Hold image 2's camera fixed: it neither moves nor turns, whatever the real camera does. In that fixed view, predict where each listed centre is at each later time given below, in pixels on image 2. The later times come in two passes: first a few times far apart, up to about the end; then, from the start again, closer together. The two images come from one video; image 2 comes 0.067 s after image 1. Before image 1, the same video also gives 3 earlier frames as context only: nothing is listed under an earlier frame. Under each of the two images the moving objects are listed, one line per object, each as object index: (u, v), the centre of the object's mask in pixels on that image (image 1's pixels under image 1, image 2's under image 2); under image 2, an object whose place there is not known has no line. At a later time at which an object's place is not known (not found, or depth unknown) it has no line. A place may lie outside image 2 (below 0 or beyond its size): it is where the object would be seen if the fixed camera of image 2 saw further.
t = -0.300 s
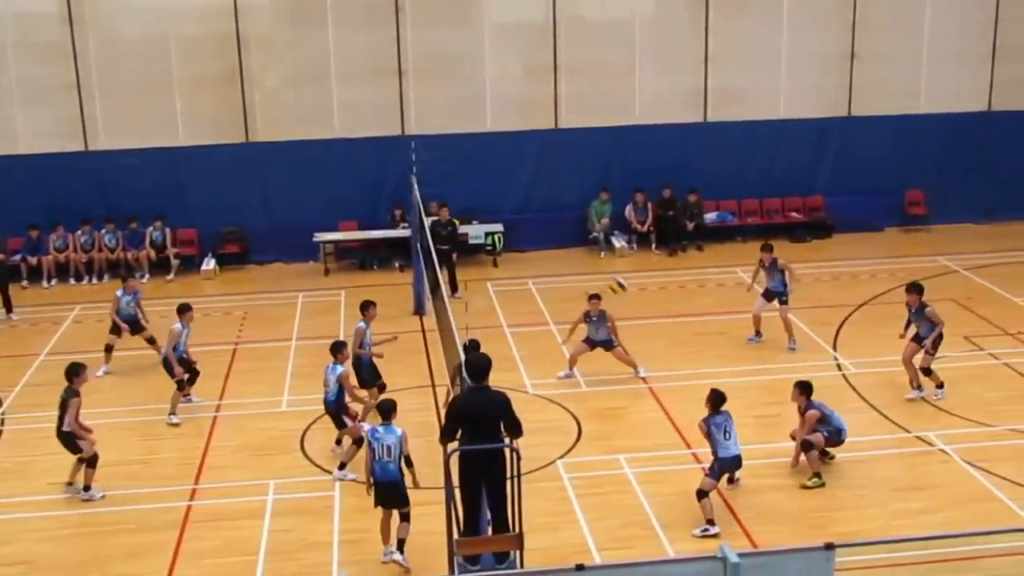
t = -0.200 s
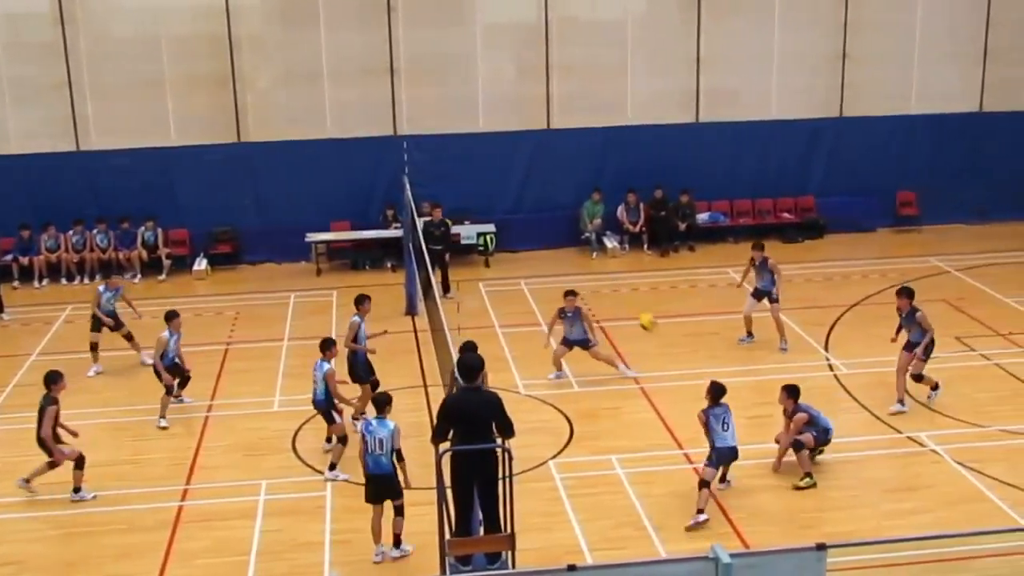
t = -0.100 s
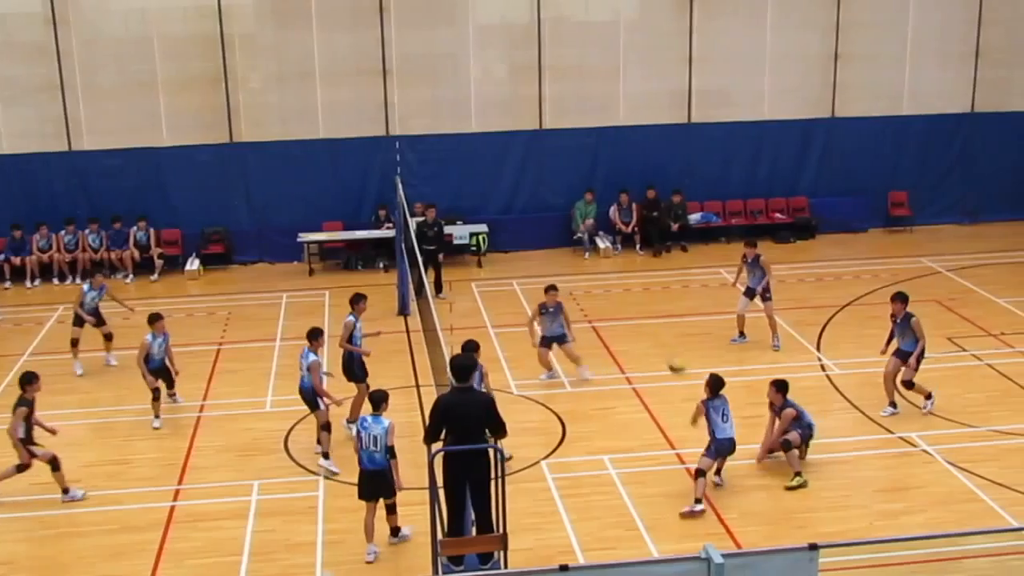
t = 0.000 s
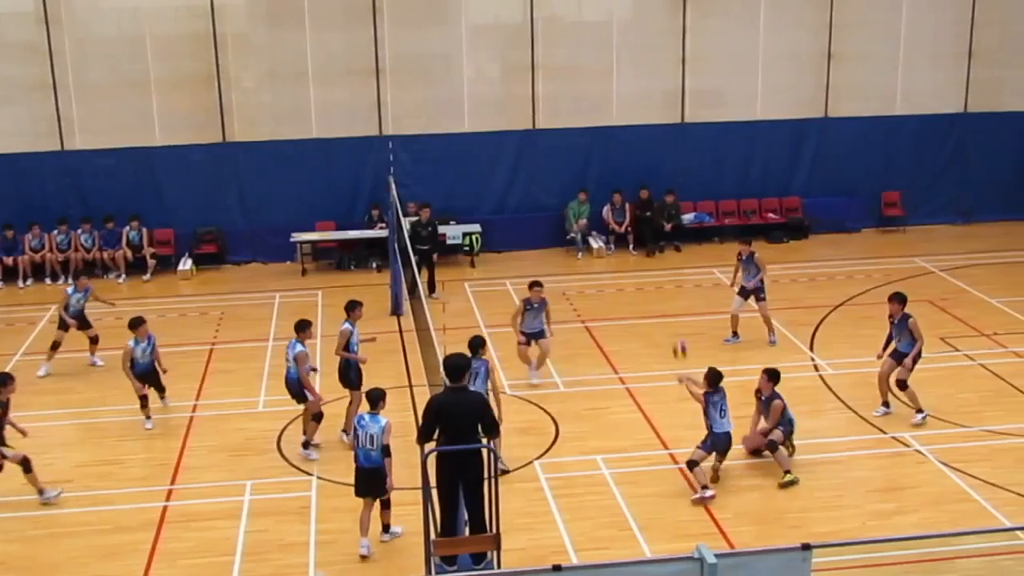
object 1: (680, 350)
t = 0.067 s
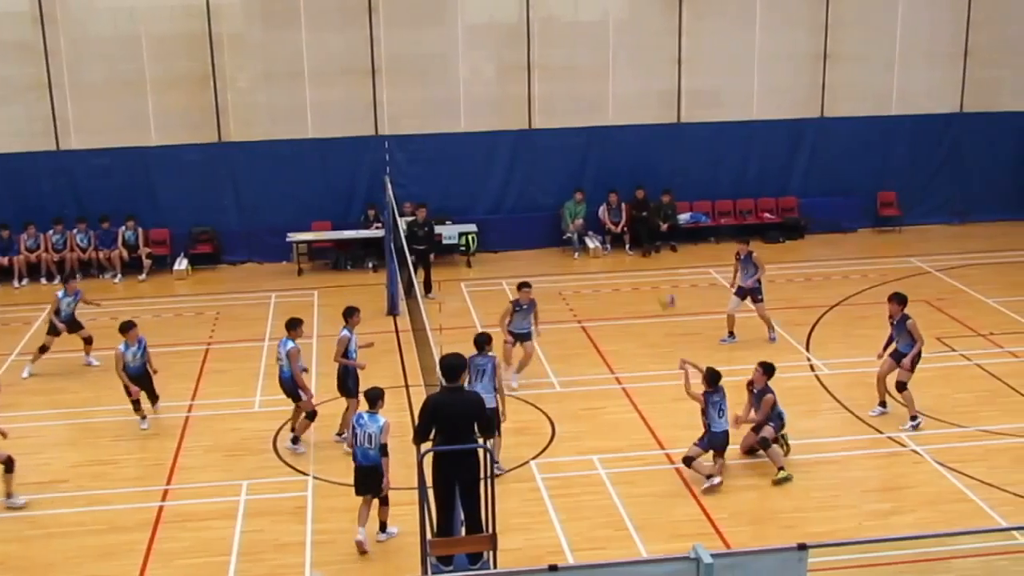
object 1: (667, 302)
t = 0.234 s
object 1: (641, 196)
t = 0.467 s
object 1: (608, 95)
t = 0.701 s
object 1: (579, 40)
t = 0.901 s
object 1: (555, 30)
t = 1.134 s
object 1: (531, 59)
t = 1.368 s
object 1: (508, 129)
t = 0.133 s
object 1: (656, 252)
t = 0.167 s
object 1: (650, 235)
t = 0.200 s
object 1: (647, 217)
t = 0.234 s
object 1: (641, 196)
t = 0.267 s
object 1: (637, 179)
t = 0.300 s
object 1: (632, 163)
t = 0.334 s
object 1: (627, 147)
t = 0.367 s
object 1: (623, 134)
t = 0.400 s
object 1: (618, 120)
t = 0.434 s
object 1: (613, 107)
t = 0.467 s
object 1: (608, 95)
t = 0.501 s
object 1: (605, 85)
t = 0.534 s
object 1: (600, 75)
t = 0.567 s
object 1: (595, 66)
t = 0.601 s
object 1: (591, 58)
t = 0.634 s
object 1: (587, 51)
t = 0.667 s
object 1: (583, 45)
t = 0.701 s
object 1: (579, 40)
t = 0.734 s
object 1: (575, 36)
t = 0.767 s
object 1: (571, 33)
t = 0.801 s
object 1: (567, 31)
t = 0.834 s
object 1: (563, 30)
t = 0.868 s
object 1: (559, 30)
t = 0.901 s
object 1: (555, 30)
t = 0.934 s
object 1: (552, 32)
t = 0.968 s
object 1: (548, 35)
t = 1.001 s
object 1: (545, 37)
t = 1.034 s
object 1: (541, 42)
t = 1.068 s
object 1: (537, 47)
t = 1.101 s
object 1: (534, 52)
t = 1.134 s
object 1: (531, 59)
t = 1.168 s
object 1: (528, 67)
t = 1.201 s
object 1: (524, 75)
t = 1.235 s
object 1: (520, 84)
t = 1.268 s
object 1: (517, 94)
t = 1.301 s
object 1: (514, 104)
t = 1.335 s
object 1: (510, 116)
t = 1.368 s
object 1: (508, 129)
